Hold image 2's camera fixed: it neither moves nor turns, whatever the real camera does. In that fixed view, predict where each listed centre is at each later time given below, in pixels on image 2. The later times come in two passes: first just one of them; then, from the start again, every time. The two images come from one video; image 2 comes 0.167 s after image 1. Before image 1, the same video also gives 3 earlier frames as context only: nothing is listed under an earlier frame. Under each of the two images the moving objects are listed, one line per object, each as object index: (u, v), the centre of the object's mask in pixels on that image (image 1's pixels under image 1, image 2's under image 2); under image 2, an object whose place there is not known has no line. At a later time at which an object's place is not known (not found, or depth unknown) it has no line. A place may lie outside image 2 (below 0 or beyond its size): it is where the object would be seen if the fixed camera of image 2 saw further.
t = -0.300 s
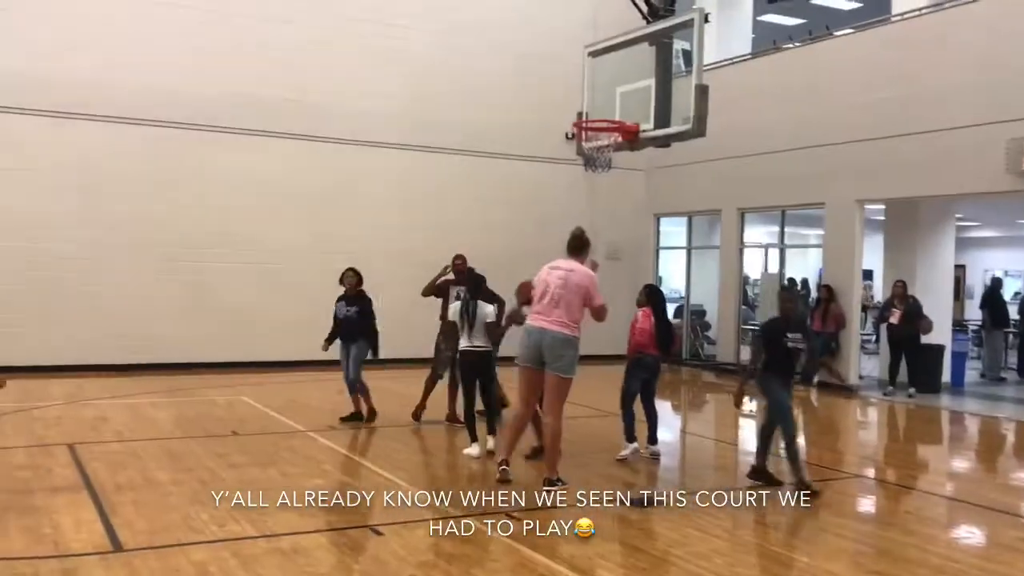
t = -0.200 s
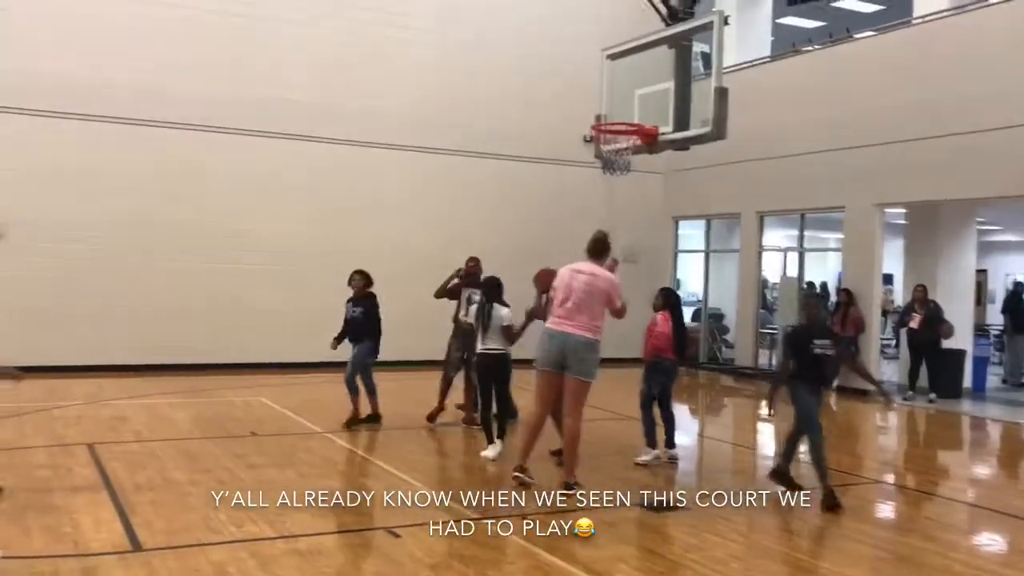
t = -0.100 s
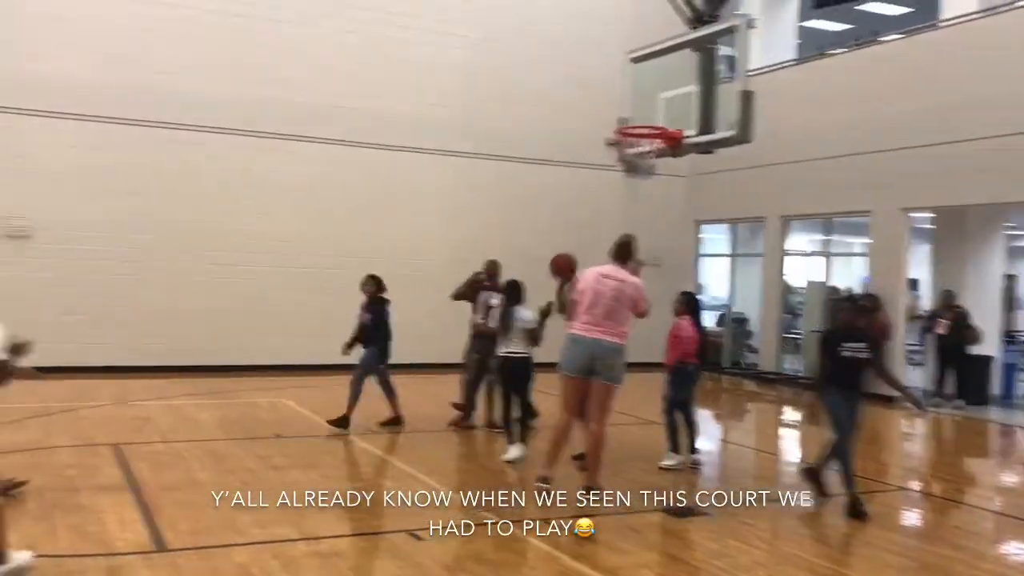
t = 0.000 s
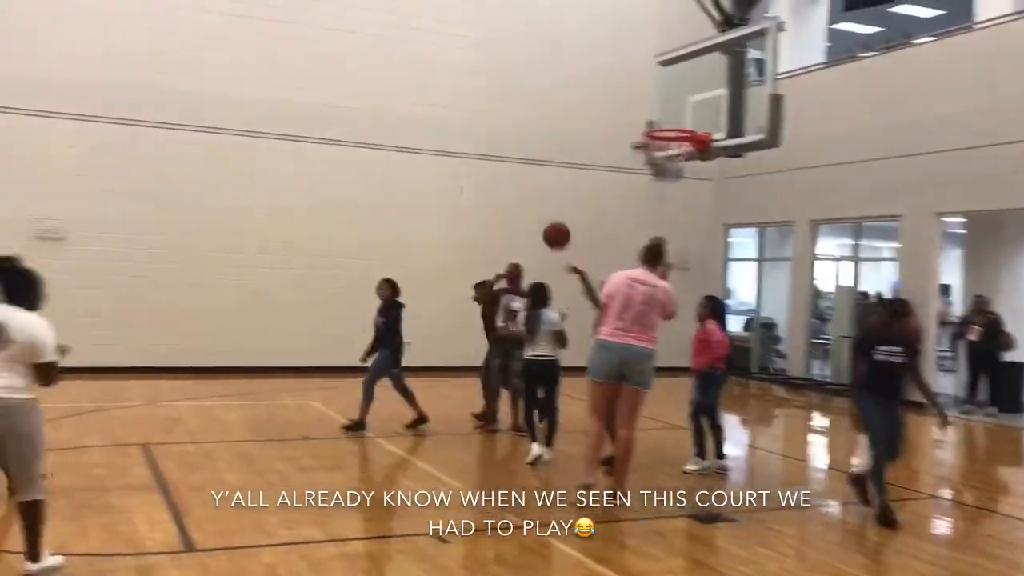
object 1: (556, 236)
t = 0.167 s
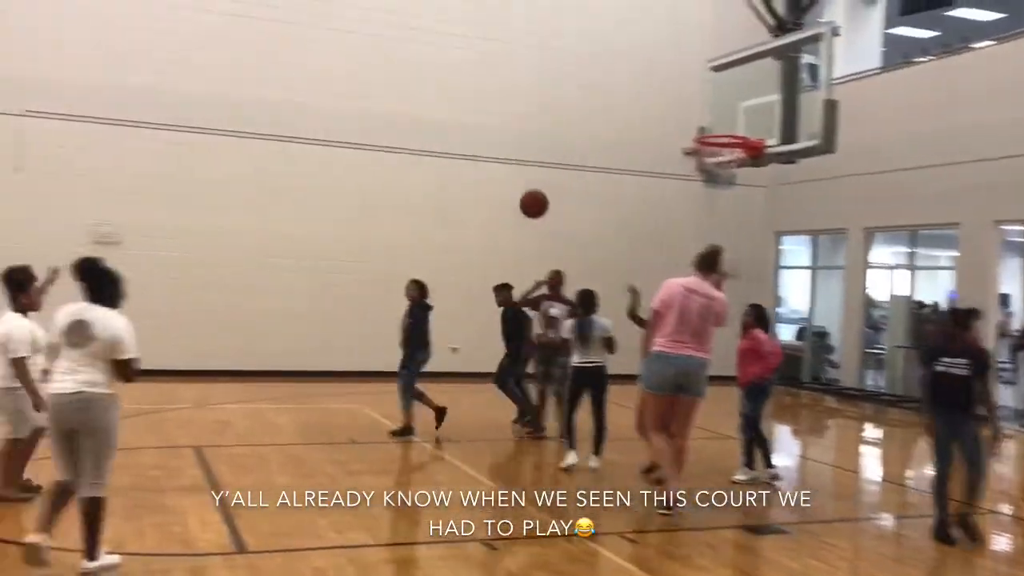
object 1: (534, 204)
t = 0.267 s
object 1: (488, 195)
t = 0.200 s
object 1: (519, 200)
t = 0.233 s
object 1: (504, 197)
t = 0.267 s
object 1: (488, 195)
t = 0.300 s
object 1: (473, 195)
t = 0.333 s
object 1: (457, 196)
